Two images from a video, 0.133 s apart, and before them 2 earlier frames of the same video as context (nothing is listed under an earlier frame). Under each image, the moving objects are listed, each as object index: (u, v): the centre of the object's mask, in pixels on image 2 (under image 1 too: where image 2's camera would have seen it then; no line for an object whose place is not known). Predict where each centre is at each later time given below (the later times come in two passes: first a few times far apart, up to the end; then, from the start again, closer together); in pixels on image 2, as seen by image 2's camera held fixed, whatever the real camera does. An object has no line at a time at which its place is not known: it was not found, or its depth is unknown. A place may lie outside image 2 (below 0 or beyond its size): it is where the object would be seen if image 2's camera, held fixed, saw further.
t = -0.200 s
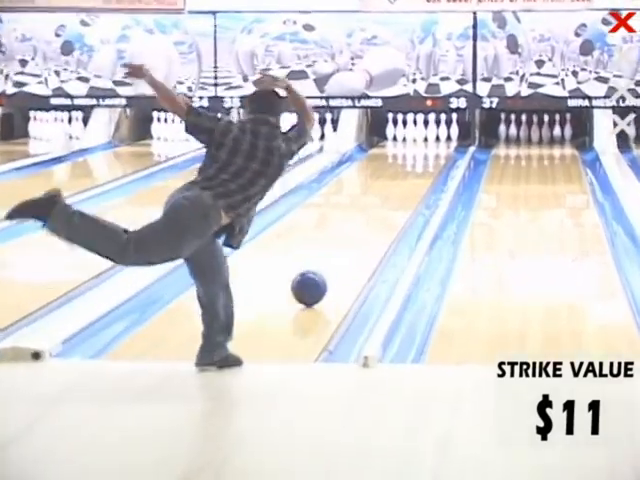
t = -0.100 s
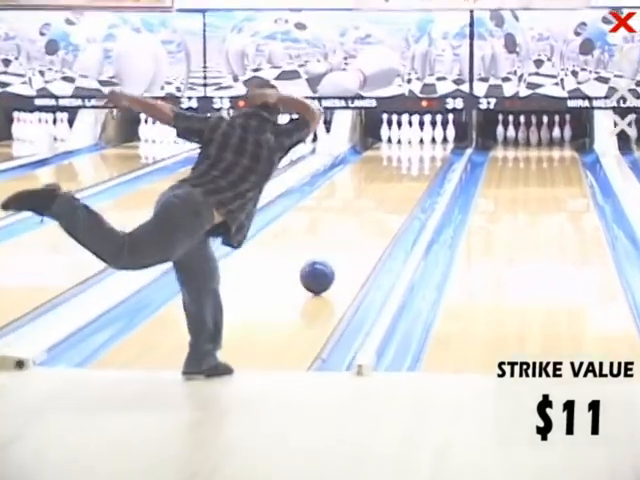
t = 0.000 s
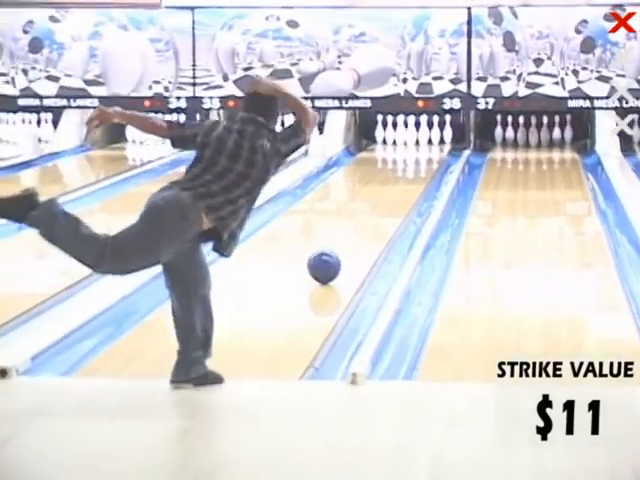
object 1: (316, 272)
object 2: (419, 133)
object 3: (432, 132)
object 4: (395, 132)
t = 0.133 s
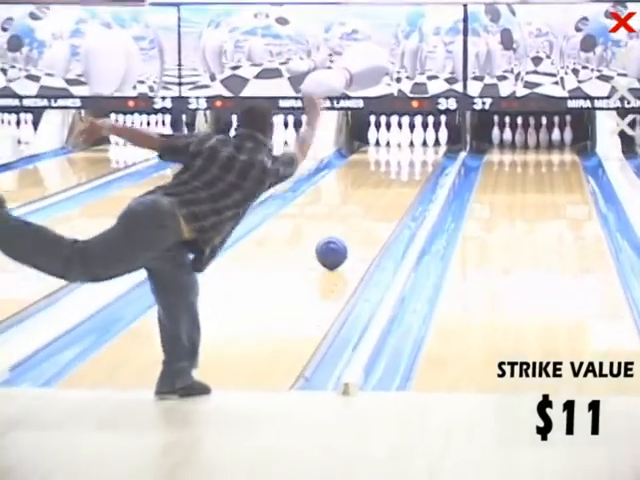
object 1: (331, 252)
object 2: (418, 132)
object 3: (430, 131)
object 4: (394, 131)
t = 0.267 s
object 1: (343, 237)
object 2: (416, 130)
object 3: (429, 130)
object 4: (391, 130)
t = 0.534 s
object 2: (414, 128)
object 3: (427, 128)
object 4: (389, 127)
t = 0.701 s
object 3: (428, 128)
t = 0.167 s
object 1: (334, 248)
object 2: (418, 131)
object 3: (430, 131)
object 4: (393, 130)
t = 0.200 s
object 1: (338, 244)
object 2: (417, 131)
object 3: (430, 131)
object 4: (393, 130)
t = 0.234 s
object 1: (341, 241)
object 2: (416, 130)
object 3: (429, 130)
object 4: (392, 130)
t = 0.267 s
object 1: (343, 237)
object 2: (416, 130)
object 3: (429, 130)
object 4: (391, 130)
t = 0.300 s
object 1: (346, 233)
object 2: (416, 130)
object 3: (428, 130)
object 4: (391, 129)
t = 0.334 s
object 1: (349, 230)
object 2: (416, 130)
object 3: (429, 129)
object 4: (391, 129)
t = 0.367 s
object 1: (352, 227)
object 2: (415, 130)
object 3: (428, 130)
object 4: (391, 129)
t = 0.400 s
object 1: (354, 223)
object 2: (415, 130)
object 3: (428, 130)
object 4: (390, 128)
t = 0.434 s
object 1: (356, 220)
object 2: (415, 129)
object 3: (428, 129)
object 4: (390, 128)
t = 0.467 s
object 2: (414, 129)
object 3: (427, 129)
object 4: (390, 128)
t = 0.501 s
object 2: (414, 129)
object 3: (427, 128)
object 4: (390, 128)
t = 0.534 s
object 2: (414, 128)
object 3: (427, 128)
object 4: (389, 127)
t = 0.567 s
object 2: (414, 128)
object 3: (427, 128)
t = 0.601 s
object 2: (414, 128)
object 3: (427, 127)
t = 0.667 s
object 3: (429, 130)
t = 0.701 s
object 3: (428, 128)
